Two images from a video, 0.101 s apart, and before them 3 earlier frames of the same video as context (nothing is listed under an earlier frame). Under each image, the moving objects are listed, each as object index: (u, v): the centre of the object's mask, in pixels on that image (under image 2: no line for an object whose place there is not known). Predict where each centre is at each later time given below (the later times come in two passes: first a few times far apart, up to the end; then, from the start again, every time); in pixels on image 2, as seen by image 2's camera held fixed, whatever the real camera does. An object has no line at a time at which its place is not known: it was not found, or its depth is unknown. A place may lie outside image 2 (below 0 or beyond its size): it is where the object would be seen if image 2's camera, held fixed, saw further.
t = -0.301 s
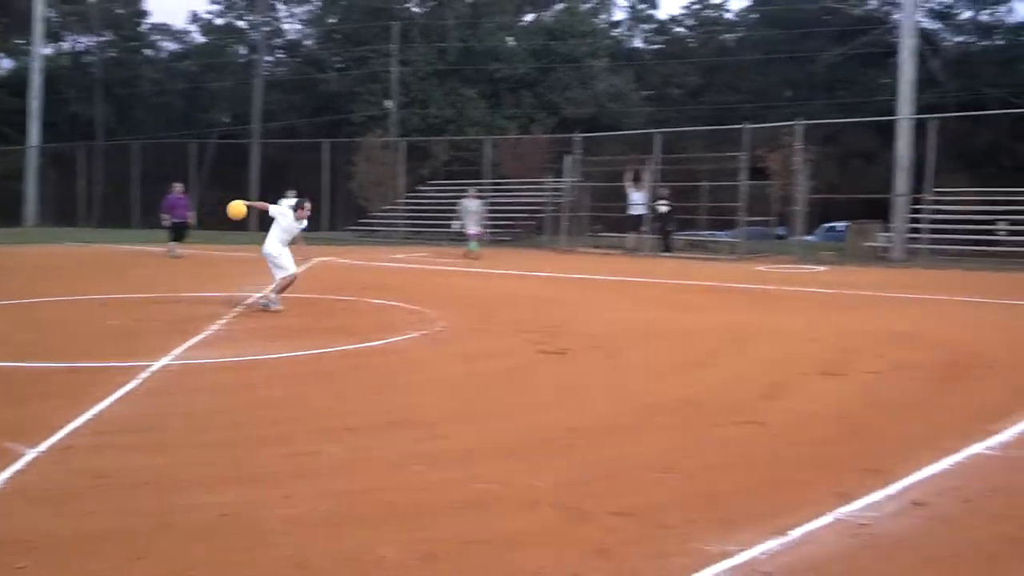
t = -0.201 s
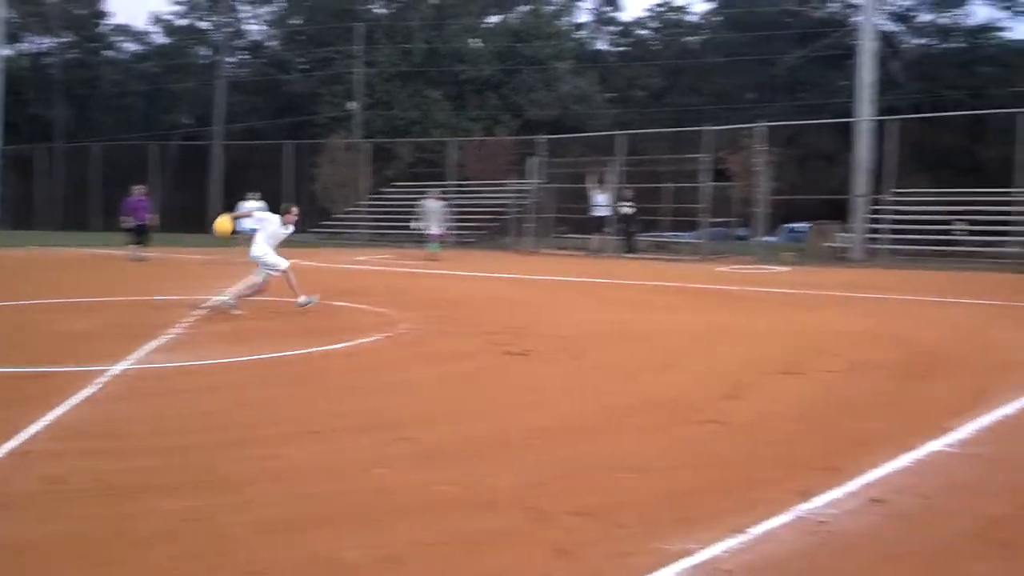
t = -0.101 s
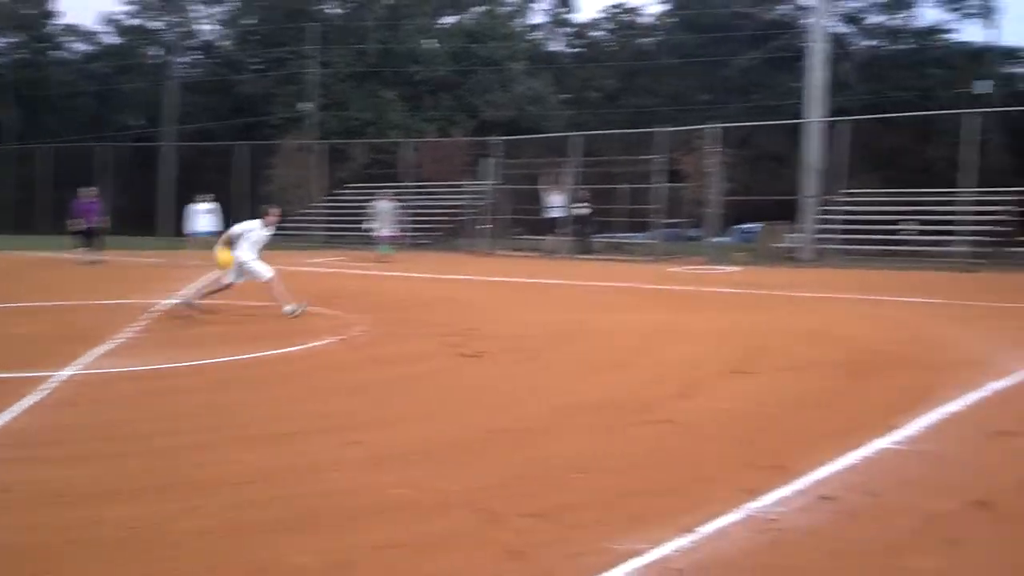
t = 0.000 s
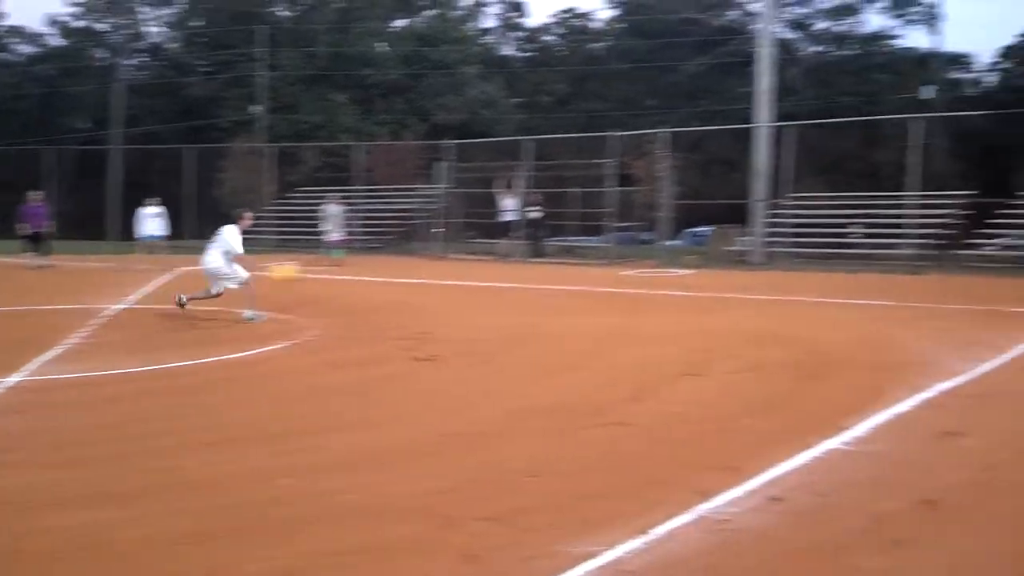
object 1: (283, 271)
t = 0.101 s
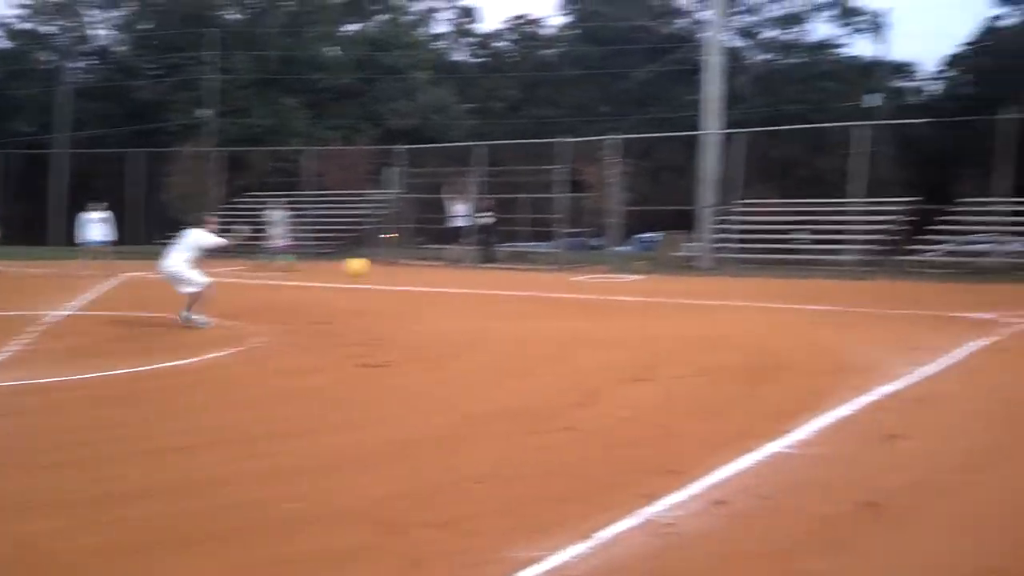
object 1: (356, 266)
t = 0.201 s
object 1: (466, 265)
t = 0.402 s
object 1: (670, 290)
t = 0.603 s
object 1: (811, 282)
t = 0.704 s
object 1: (865, 267)
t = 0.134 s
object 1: (394, 264)
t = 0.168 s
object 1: (431, 264)
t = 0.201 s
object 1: (466, 265)
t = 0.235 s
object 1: (502, 266)
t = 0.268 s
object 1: (538, 269)
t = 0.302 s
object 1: (572, 273)
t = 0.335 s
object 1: (605, 278)
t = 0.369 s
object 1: (637, 284)
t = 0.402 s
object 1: (670, 290)
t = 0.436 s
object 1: (702, 298)
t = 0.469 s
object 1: (733, 307)
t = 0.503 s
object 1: (757, 307)
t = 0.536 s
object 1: (776, 298)
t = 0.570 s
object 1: (794, 289)
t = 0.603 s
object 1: (811, 282)
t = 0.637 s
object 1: (829, 276)
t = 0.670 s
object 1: (847, 272)
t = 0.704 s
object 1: (865, 267)
